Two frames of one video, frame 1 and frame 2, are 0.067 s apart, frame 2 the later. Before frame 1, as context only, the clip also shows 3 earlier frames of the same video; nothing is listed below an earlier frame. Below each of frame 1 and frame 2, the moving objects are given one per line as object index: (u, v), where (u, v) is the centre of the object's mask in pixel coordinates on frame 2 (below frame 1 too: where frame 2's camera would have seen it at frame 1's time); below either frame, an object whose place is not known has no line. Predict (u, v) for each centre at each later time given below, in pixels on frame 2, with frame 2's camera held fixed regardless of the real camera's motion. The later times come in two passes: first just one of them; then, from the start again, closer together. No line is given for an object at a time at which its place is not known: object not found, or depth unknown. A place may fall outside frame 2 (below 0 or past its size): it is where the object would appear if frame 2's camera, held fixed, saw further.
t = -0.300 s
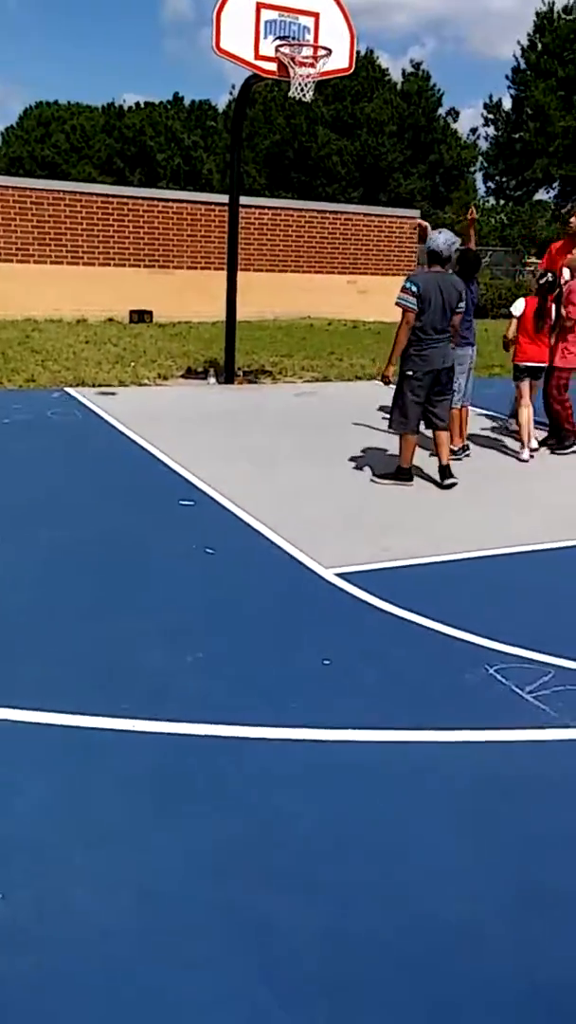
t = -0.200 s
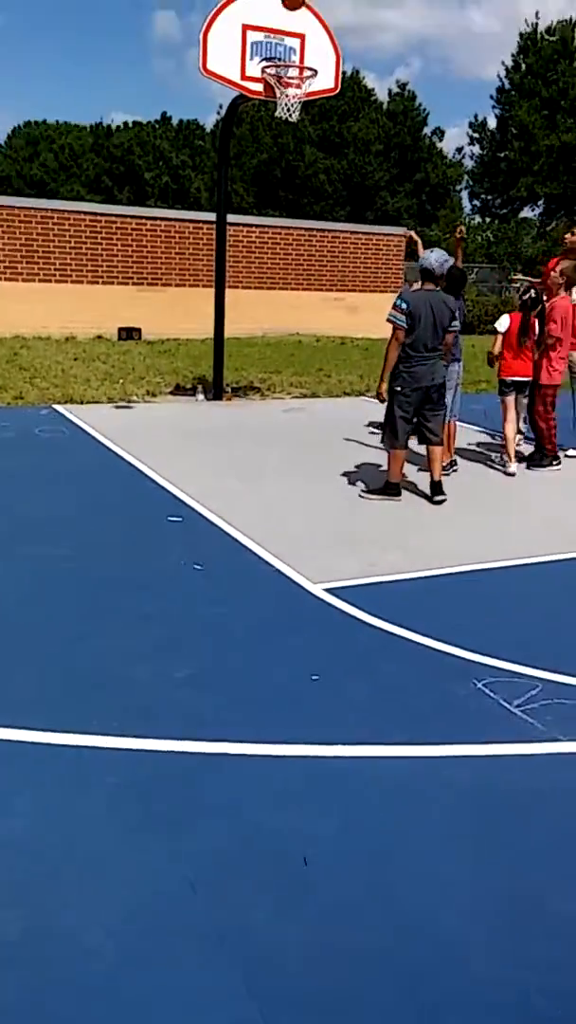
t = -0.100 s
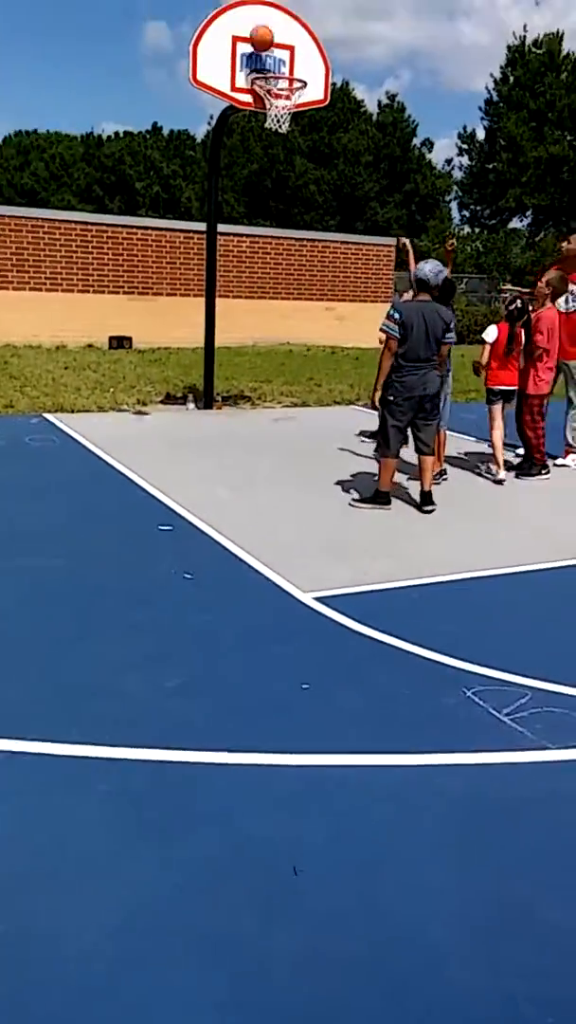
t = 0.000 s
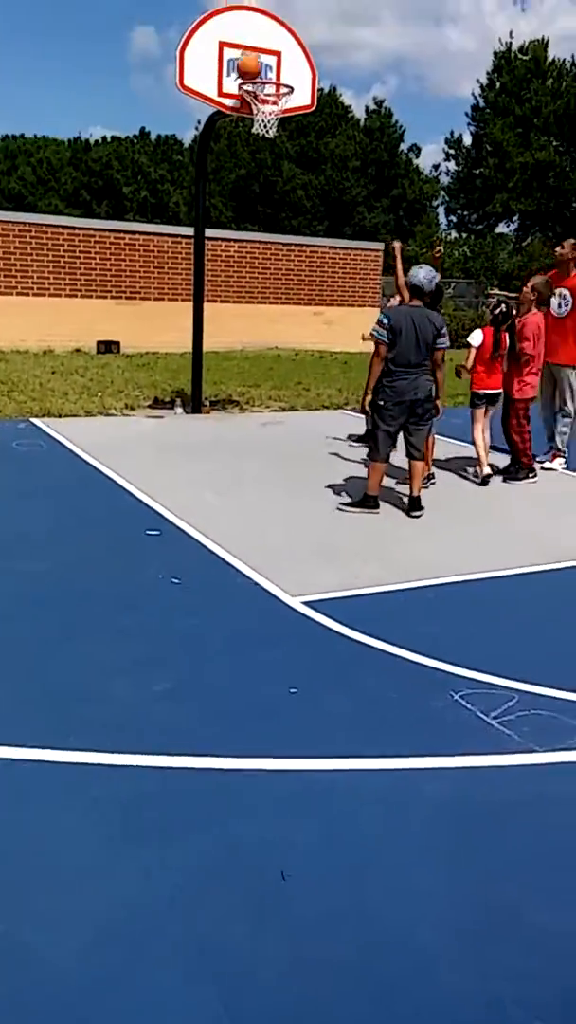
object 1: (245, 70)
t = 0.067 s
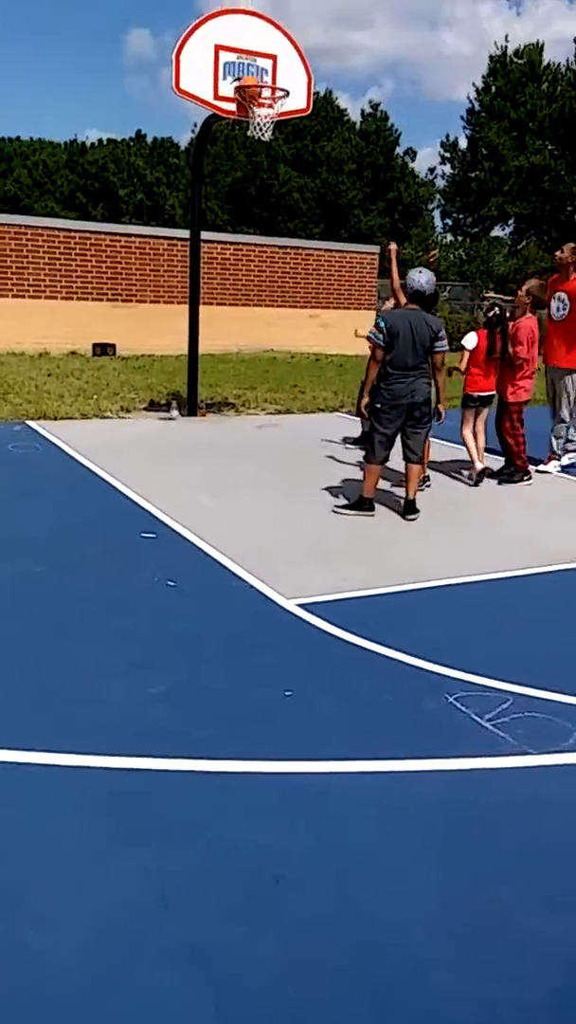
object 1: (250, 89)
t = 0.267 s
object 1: (280, 107)
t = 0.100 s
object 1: (256, 98)
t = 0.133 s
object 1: (261, 104)
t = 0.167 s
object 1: (271, 109)
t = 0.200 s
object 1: (273, 109)
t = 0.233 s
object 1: (277, 107)
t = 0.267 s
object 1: (280, 107)
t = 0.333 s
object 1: (282, 108)
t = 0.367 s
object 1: (280, 110)
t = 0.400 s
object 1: (278, 115)
